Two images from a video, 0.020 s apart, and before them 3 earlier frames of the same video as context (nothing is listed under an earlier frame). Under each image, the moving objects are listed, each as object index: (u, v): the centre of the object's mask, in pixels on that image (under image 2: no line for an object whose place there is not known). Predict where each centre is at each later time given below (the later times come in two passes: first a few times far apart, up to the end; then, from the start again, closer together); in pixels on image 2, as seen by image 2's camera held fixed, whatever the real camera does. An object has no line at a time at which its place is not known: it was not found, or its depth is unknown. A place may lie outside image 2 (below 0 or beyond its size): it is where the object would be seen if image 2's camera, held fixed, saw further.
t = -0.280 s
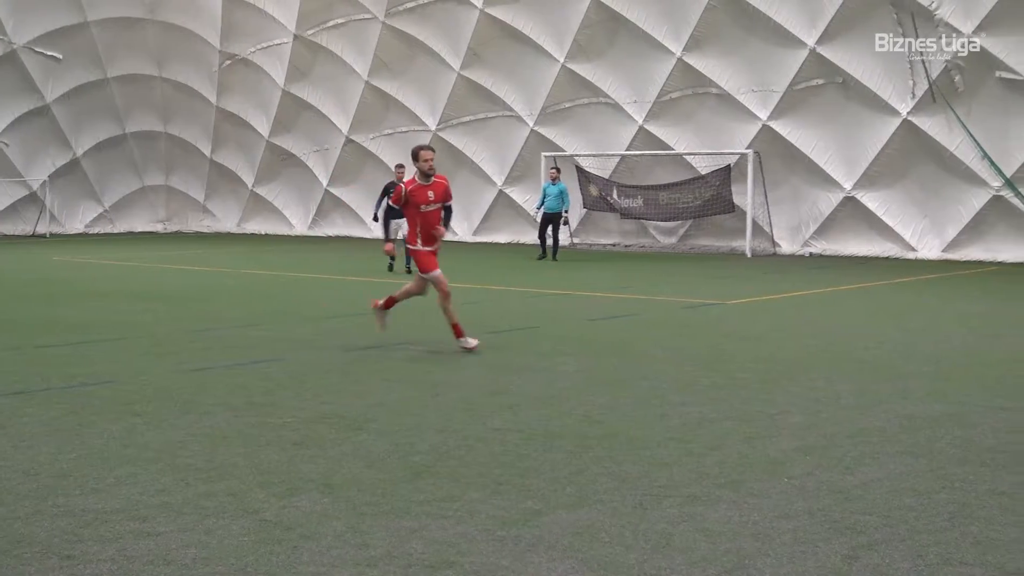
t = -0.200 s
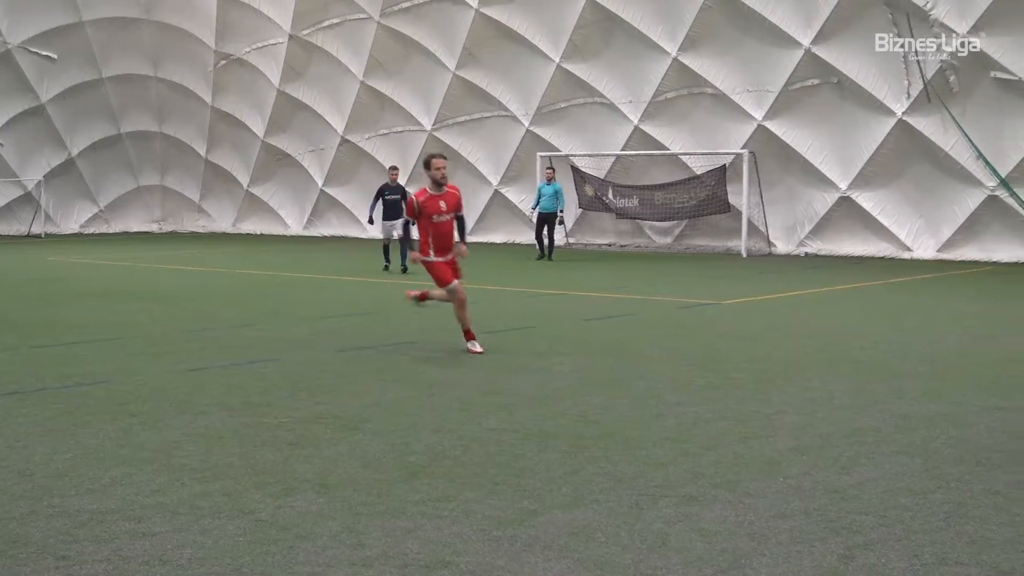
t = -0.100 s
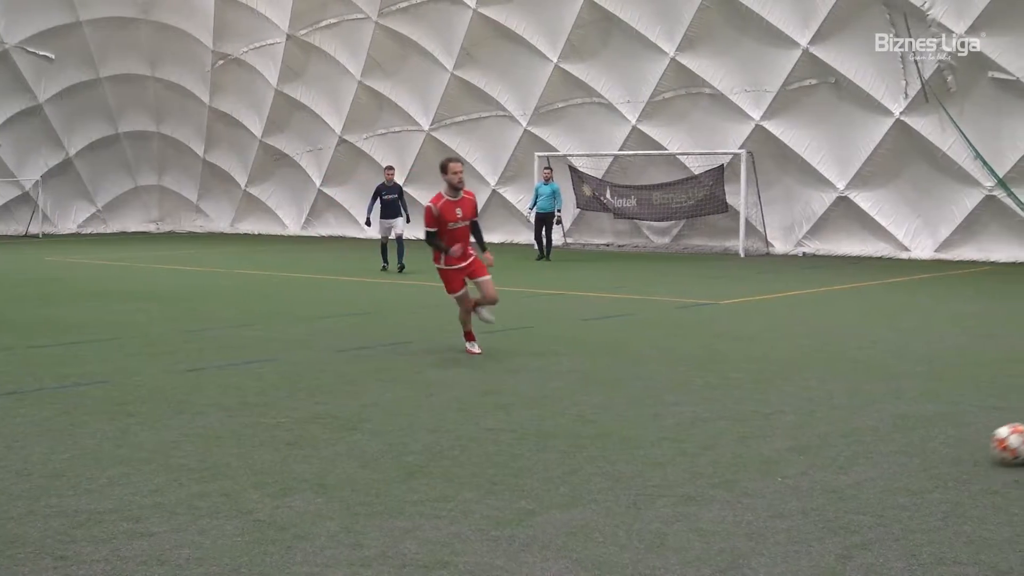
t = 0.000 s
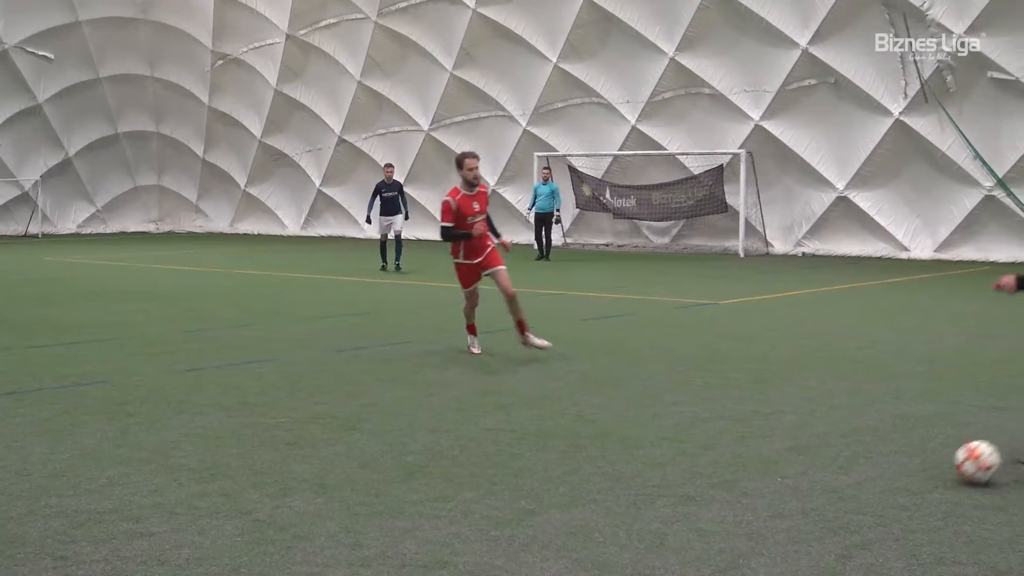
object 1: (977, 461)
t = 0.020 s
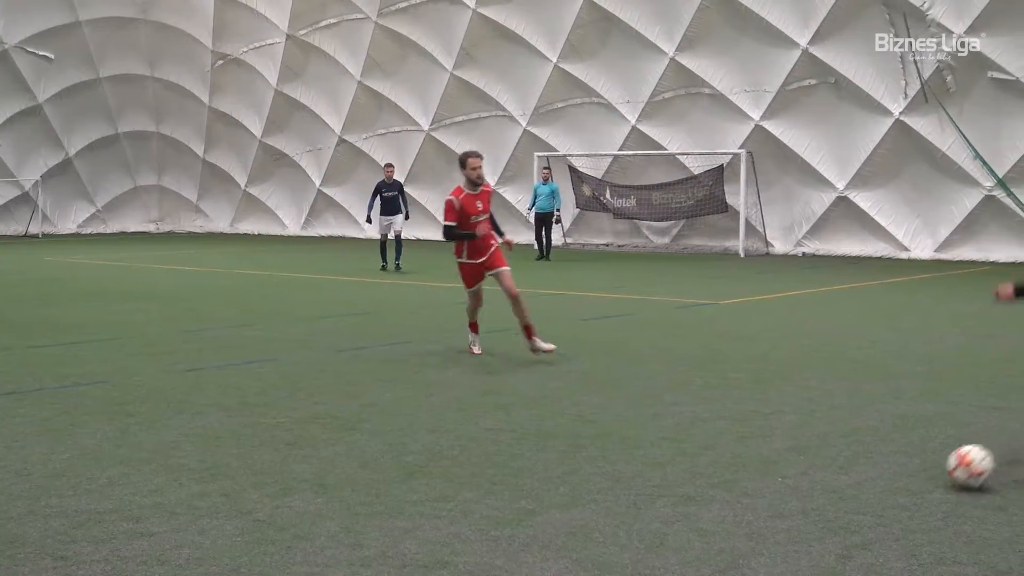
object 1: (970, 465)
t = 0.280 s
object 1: (877, 515)
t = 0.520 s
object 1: (788, 548)
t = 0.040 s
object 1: (963, 469)
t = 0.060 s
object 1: (956, 474)
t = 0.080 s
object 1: (949, 476)
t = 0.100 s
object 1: (942, 479)
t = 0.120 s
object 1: (936, 474)
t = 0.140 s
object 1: (930, 480)
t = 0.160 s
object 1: (922, 493)
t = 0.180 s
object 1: (914, 497)
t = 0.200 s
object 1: (908, 498)
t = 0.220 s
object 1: (901, 500)
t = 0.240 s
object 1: (894, 504)
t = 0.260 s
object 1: (885, 509)
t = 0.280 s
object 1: (877, 515)
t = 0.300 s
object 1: (870, 519)
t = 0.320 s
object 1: (863, 519)
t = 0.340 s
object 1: (856, 521)
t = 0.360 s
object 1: (849, 524)
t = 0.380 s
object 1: (842, 527)
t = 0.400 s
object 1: (834, 532)
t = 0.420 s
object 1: (827, 537)
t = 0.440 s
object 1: (819, 543)
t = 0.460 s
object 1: (810, 545)
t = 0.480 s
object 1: (803, 546)
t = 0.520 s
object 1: (788, 548)
